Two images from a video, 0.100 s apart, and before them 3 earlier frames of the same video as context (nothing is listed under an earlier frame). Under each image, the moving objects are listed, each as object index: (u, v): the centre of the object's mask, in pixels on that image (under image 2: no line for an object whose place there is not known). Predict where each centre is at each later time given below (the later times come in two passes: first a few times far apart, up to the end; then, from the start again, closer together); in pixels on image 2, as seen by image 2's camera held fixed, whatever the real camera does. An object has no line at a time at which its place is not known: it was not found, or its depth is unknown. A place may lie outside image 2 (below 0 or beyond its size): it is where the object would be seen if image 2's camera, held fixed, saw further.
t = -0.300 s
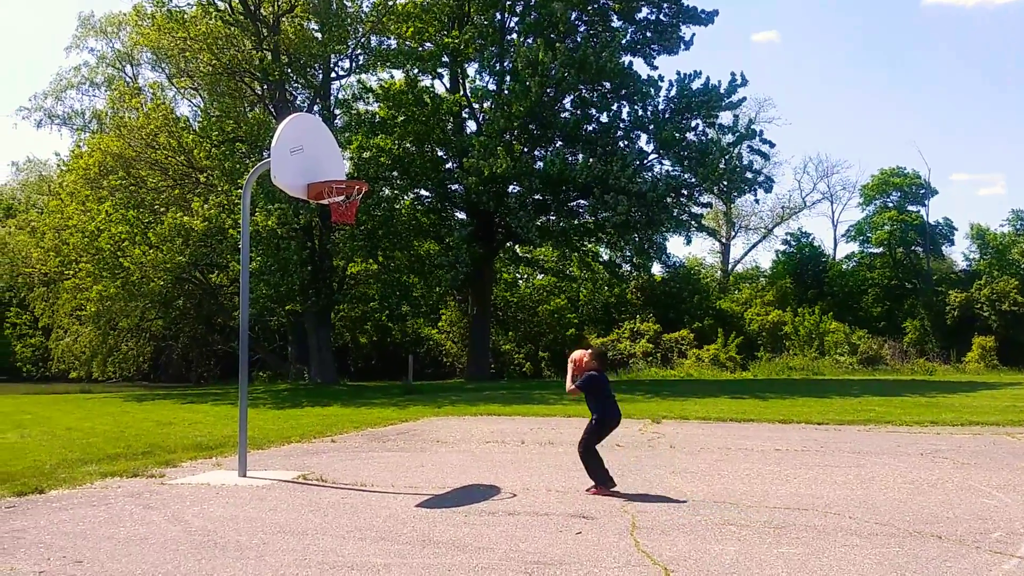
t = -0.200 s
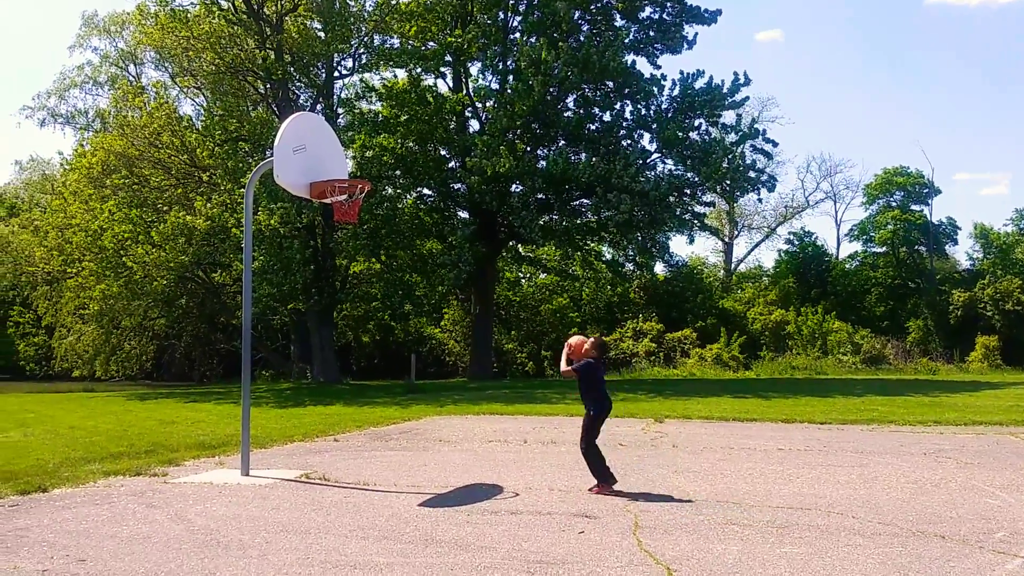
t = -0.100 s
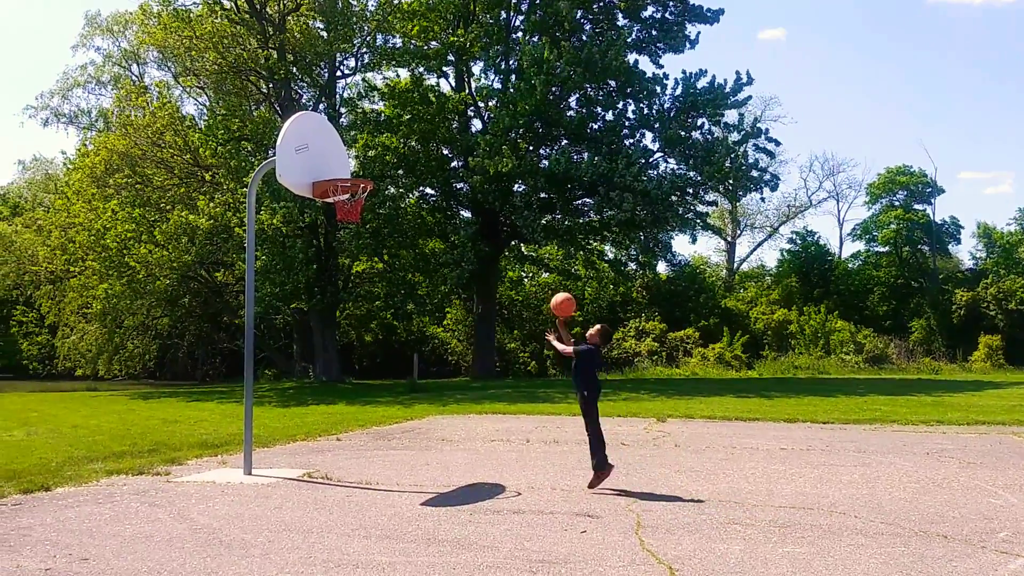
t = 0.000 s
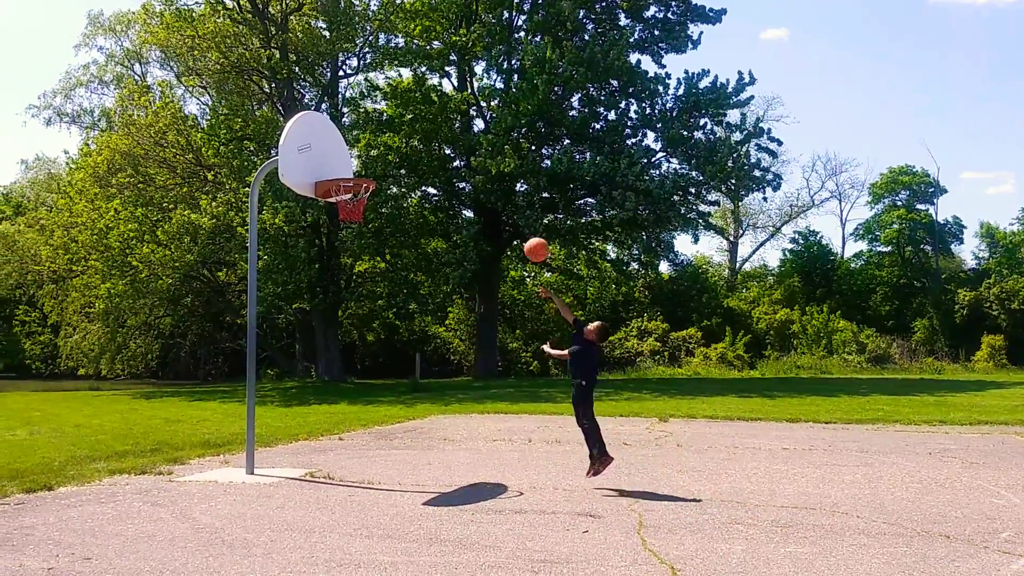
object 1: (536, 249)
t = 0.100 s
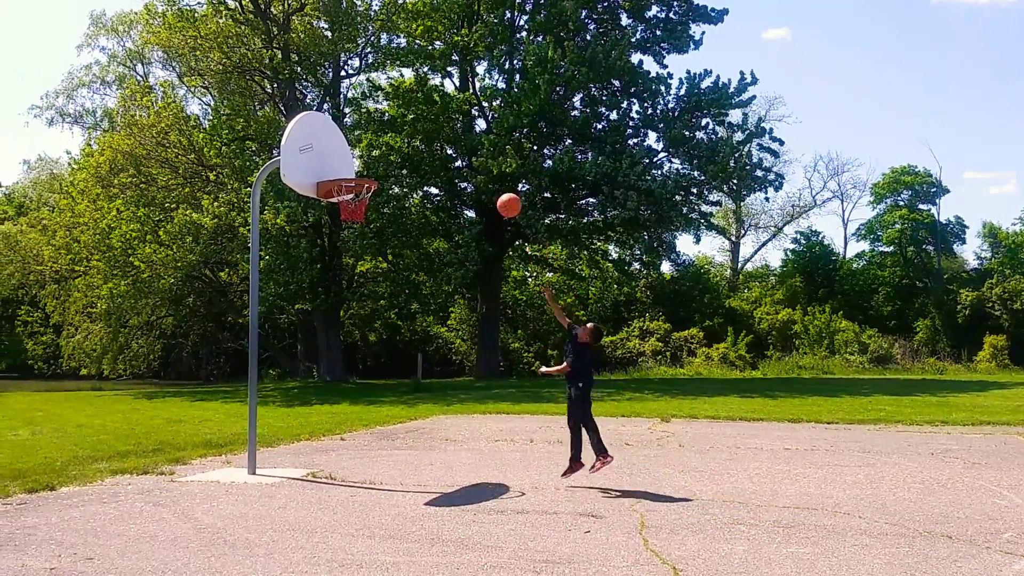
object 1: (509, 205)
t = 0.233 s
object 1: (471, 162)
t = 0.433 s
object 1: (414, 129)
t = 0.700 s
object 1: (342, 144)
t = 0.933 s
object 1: (359, 172)
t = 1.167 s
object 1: (335, 158)
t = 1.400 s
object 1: (338, 168)
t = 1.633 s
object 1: (359, 178)
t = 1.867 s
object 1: (361, 208)
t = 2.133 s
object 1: (341, 261)
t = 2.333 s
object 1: (330, 342)
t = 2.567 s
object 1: (318, 460)
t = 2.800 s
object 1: (336, 373)
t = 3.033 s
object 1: (352, 340)
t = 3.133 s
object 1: (358, 341)
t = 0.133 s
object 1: (499, 193)
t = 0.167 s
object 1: (490, 181)
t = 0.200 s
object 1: (480, 171)
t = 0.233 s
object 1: (471, 162)
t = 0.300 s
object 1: (452, 147)
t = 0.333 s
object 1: (442, 141)
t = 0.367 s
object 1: (433, 136)
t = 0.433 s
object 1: (414, 129)
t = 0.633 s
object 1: (359, 135)
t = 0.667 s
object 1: (351, 139)
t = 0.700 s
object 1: (342, 144)
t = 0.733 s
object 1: (335, 150)
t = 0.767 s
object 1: (343, 155)
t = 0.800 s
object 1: (351, 161)
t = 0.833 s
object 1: (358, 168)
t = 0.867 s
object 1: (366, 173)
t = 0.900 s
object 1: (364, 173)
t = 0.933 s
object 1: (359, 172)
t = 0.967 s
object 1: (354, 170)
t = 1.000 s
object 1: (350, 169)
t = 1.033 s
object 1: (347, 166)
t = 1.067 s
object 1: (344, 162)
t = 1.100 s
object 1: (341, 160)
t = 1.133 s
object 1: (338, 158)
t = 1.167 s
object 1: (335, 158)
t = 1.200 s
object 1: (332, 159)
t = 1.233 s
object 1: (329, 161)
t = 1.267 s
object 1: (327, 164)
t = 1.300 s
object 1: (328, 166)
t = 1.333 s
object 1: (332, 169)
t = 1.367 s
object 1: (335, 169)
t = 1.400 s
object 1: (338, 168)
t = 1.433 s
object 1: (341, 168)
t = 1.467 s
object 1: (345, 169)
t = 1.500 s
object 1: (348, 170)
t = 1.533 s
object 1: (351, 171)
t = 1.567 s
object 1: (354, 174)
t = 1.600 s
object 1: (358, 175)
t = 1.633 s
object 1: (359, 178)
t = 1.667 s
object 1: (364, 195)
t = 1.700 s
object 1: (362, 195)
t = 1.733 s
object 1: (361, 197)
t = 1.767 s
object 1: (361, 200)
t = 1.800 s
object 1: (363, 201)
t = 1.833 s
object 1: (363, 205)
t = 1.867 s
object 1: (361, 208)
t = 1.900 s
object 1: (353, 213)
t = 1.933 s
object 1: (349, 218)
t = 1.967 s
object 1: (348, 222)
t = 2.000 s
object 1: (347, 229)
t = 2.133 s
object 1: (341, 261)
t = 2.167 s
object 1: (339, 272)
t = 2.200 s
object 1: (337, 284)
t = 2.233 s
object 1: (335, 297)
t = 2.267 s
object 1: (334, 310)
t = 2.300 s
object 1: (332, 326)
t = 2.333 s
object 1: (330, 342)
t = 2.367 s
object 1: (328, 359)
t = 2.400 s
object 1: (326, 377)
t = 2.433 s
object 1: (324, 397)
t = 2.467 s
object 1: (322, 417)
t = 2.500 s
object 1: (319, 439)
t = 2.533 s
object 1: (317, 463)
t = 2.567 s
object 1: (318, 460)
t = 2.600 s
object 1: (321, 444)
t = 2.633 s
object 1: (323, 429)
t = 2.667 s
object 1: (326, 416)
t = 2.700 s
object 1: (328, 403)
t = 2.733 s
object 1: (331, 392)
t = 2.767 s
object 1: (334, 382)
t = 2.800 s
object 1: (336, 373)
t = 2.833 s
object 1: (338, 365)
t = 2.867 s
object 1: (341, 358)
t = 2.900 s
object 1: (343, 352)
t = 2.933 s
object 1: (345, 348)
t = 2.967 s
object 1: (347, 344)
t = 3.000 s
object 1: (350, 342)
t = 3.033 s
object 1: (352, 340)
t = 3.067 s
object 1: (354, 340)
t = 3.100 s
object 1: (356, 340)
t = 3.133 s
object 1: (358, 341)
